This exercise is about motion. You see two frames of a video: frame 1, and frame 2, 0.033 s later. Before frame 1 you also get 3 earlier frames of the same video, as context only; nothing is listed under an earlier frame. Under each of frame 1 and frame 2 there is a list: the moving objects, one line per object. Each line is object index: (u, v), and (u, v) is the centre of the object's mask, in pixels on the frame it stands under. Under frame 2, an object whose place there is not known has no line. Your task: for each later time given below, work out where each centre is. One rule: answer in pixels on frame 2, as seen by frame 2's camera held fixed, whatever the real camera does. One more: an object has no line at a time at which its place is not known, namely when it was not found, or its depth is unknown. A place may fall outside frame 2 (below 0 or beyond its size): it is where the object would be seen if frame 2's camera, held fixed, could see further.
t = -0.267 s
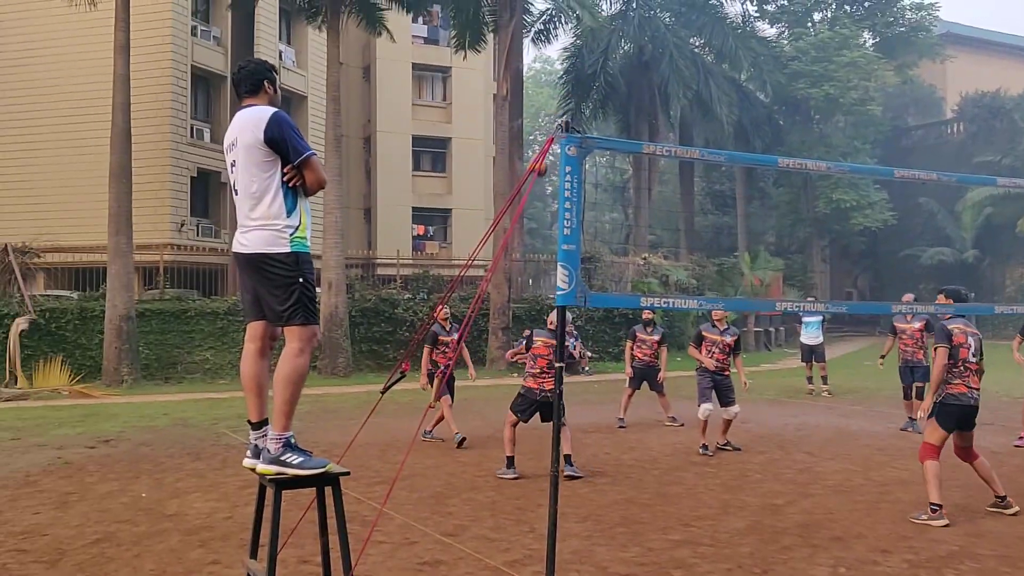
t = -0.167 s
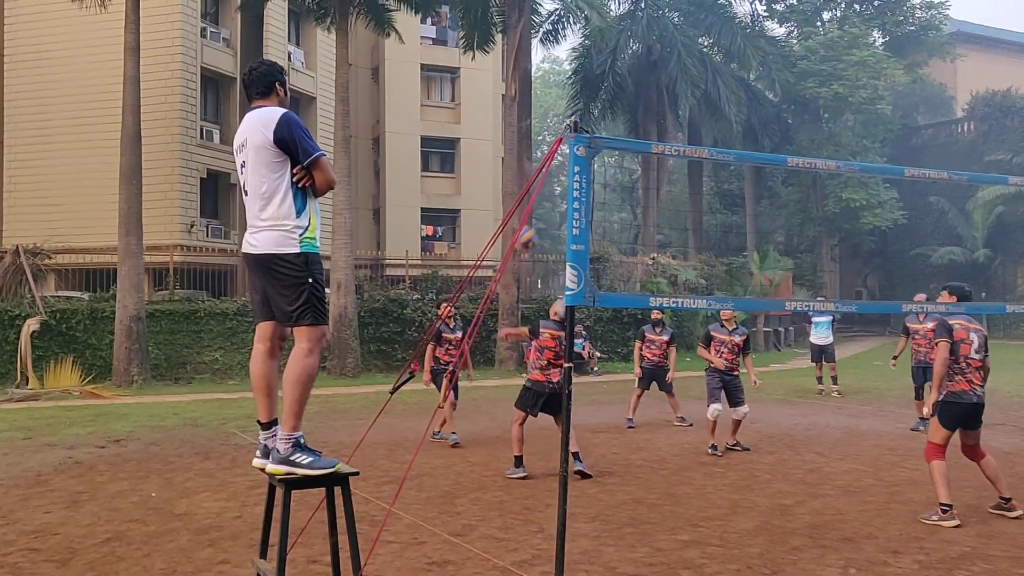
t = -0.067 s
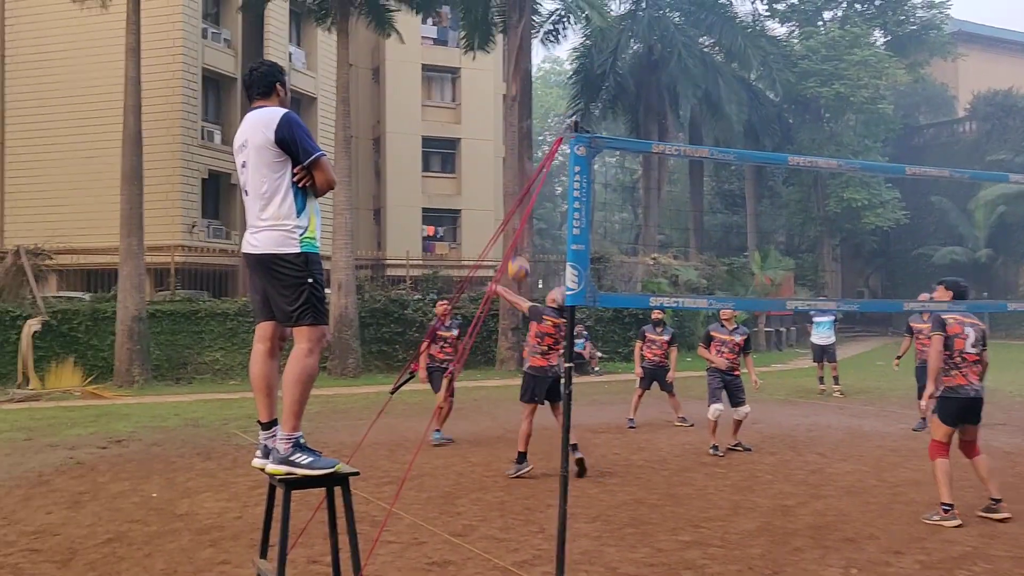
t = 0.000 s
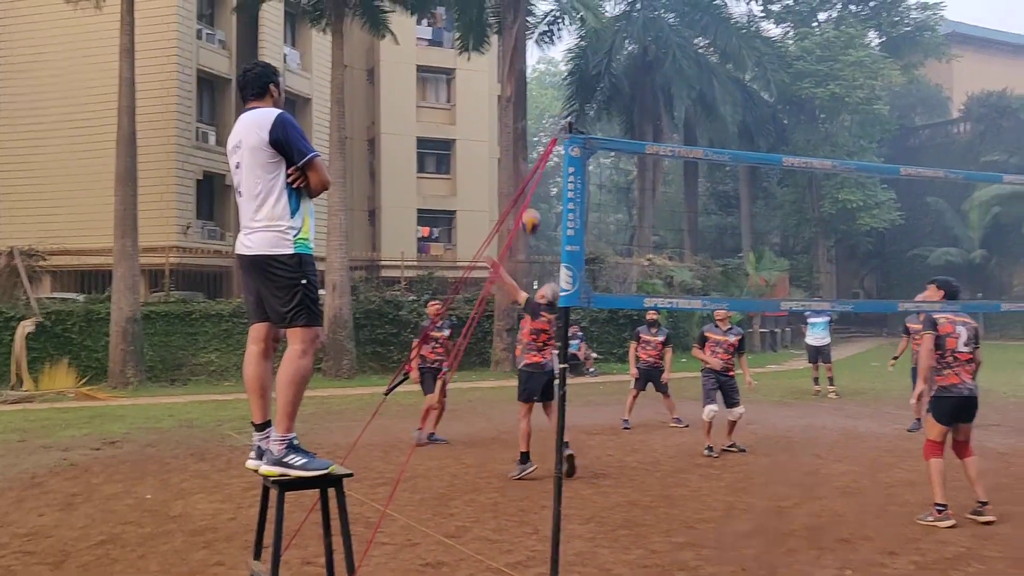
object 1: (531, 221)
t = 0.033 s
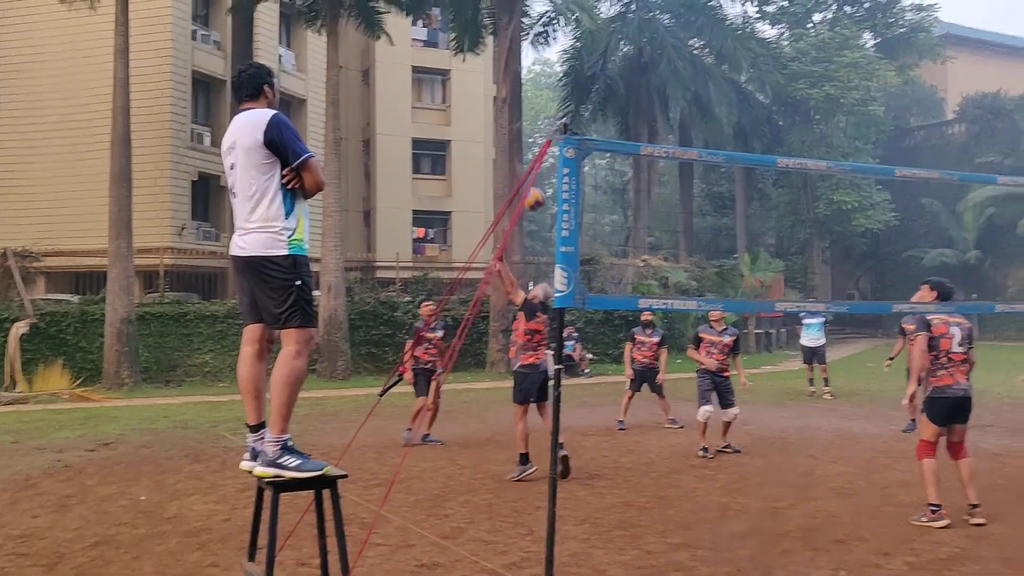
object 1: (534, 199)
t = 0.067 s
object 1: (544, 177)
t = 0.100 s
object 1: (554, 156)
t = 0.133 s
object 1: (560, 137)
